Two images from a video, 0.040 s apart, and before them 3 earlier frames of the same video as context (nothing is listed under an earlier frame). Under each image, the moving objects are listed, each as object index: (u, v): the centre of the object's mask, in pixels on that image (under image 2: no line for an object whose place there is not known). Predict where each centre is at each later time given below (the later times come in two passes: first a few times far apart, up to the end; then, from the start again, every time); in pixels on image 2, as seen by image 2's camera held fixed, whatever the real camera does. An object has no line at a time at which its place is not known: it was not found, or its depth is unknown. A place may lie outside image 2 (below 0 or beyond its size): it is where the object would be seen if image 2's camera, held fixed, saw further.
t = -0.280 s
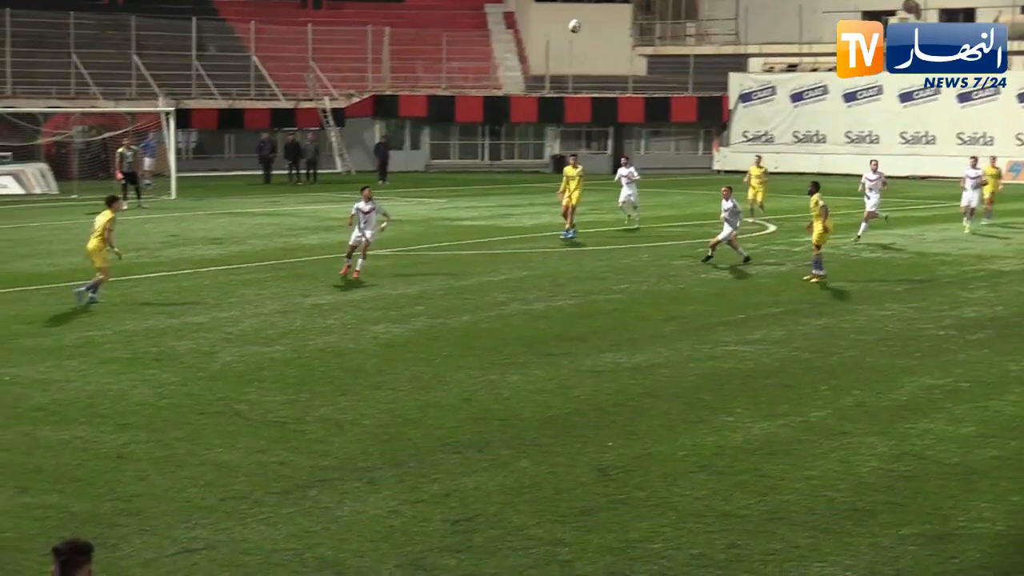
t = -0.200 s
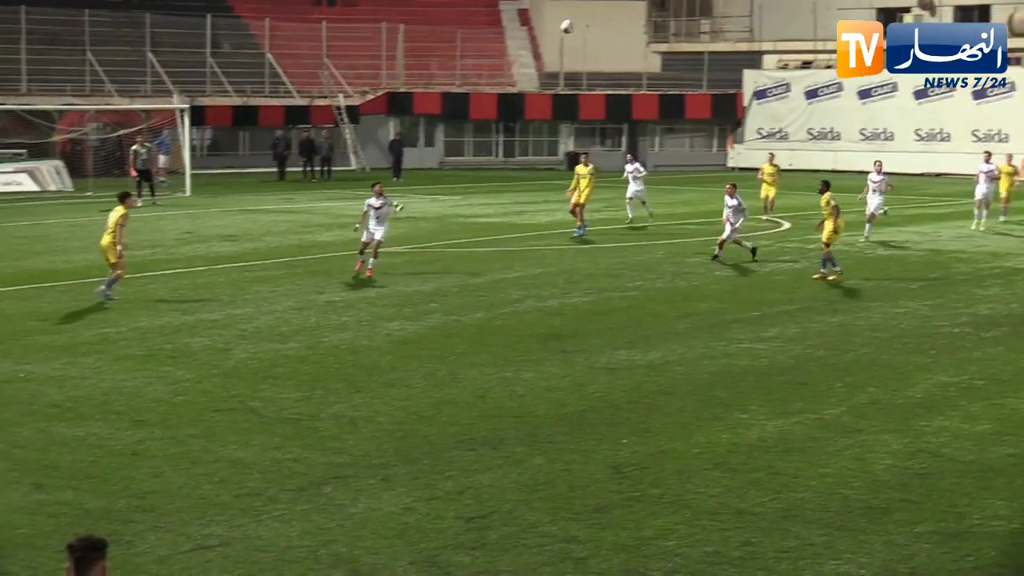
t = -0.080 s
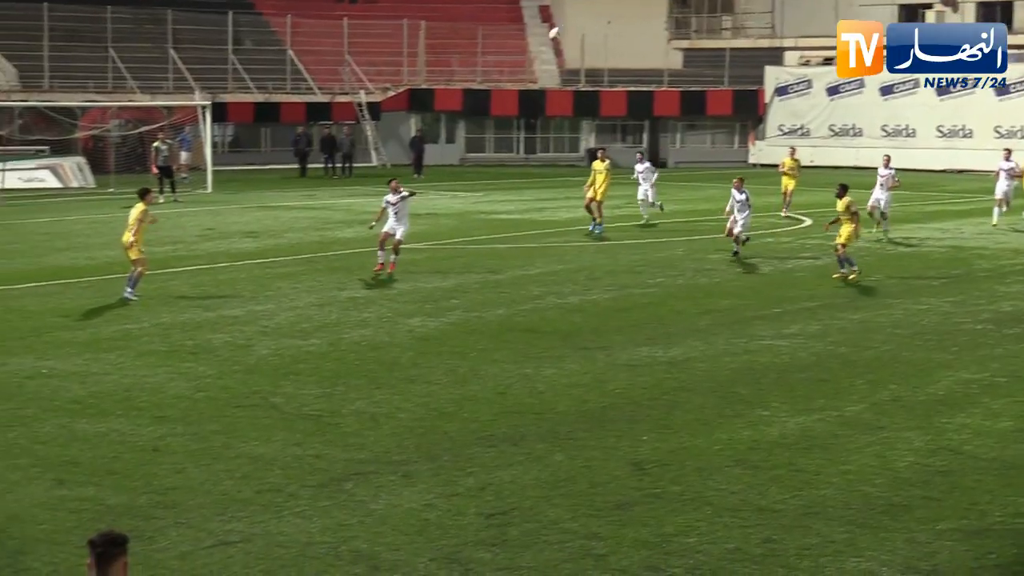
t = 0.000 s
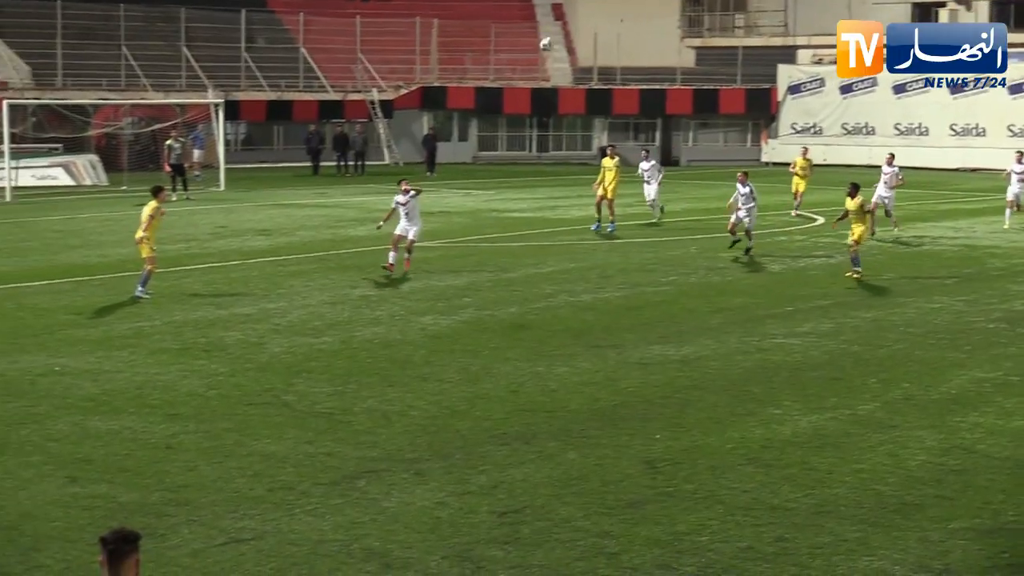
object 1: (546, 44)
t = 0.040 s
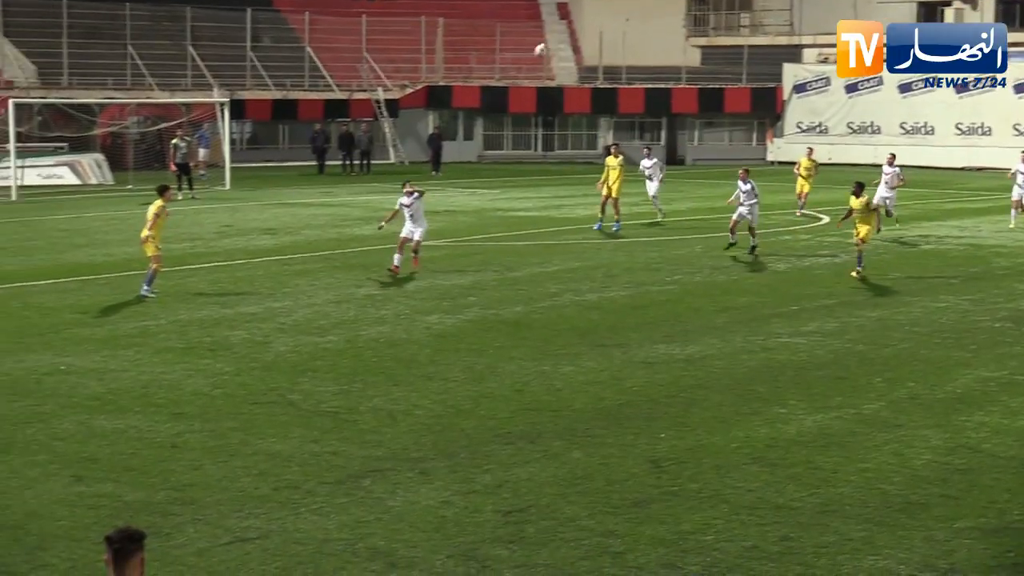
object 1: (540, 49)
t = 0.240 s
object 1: (488, 99)
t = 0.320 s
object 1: (466, 123)
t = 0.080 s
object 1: (529, 58)
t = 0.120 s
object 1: (519, 67)
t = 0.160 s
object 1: (508, 77)
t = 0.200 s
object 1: (498, 88)
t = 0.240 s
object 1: (488, 99)
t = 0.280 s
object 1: (477, 111)
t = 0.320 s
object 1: (466, 123)
